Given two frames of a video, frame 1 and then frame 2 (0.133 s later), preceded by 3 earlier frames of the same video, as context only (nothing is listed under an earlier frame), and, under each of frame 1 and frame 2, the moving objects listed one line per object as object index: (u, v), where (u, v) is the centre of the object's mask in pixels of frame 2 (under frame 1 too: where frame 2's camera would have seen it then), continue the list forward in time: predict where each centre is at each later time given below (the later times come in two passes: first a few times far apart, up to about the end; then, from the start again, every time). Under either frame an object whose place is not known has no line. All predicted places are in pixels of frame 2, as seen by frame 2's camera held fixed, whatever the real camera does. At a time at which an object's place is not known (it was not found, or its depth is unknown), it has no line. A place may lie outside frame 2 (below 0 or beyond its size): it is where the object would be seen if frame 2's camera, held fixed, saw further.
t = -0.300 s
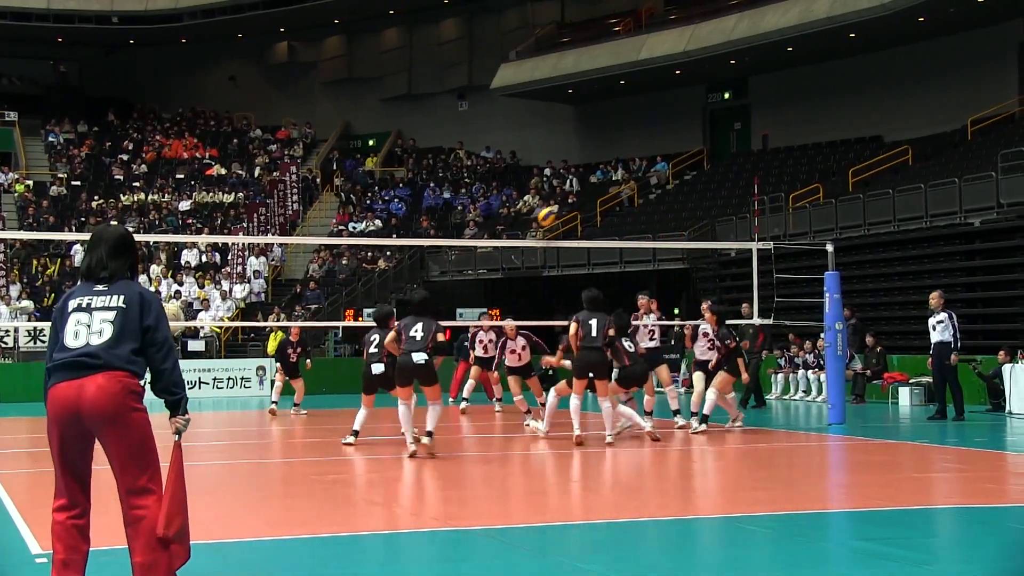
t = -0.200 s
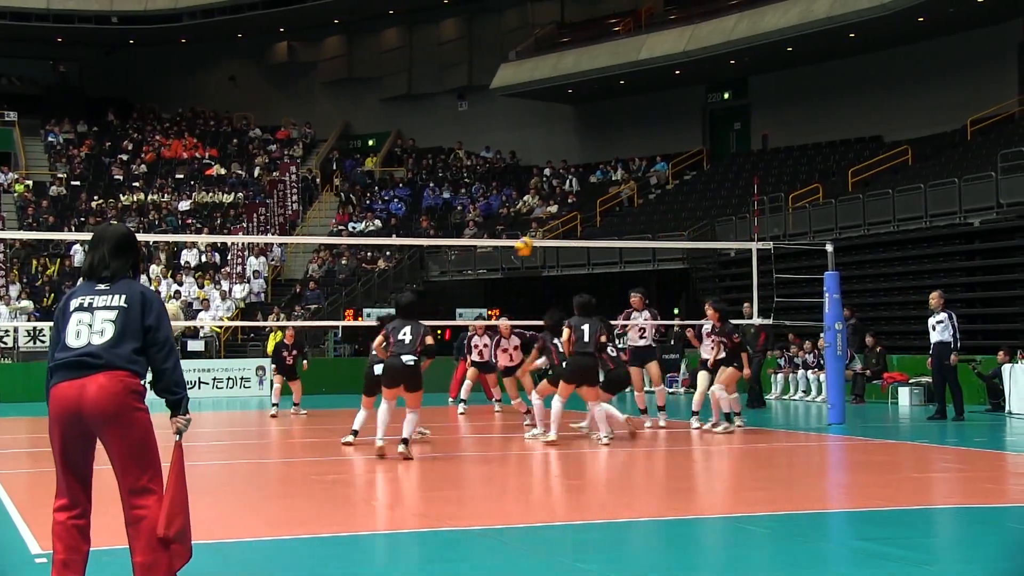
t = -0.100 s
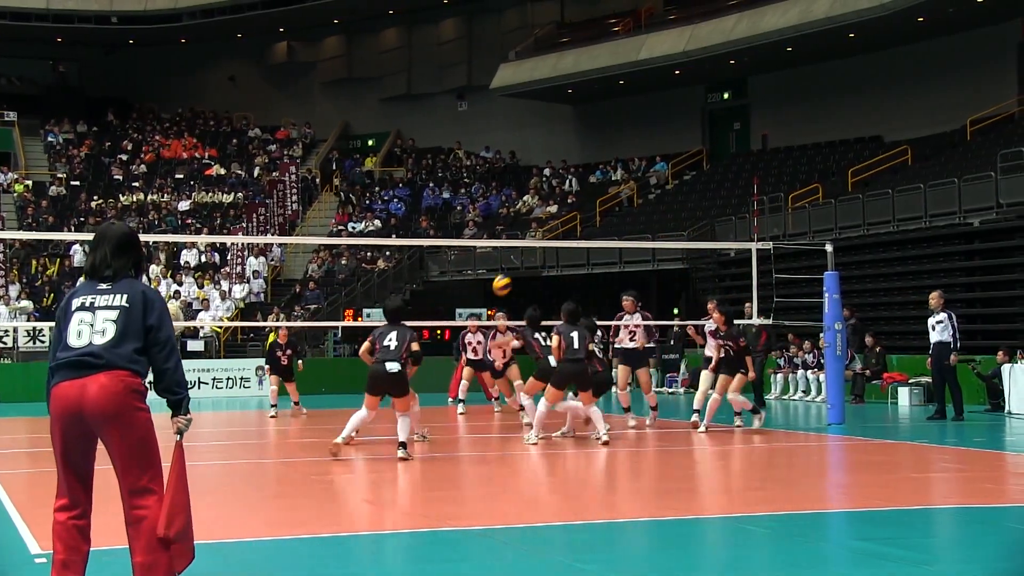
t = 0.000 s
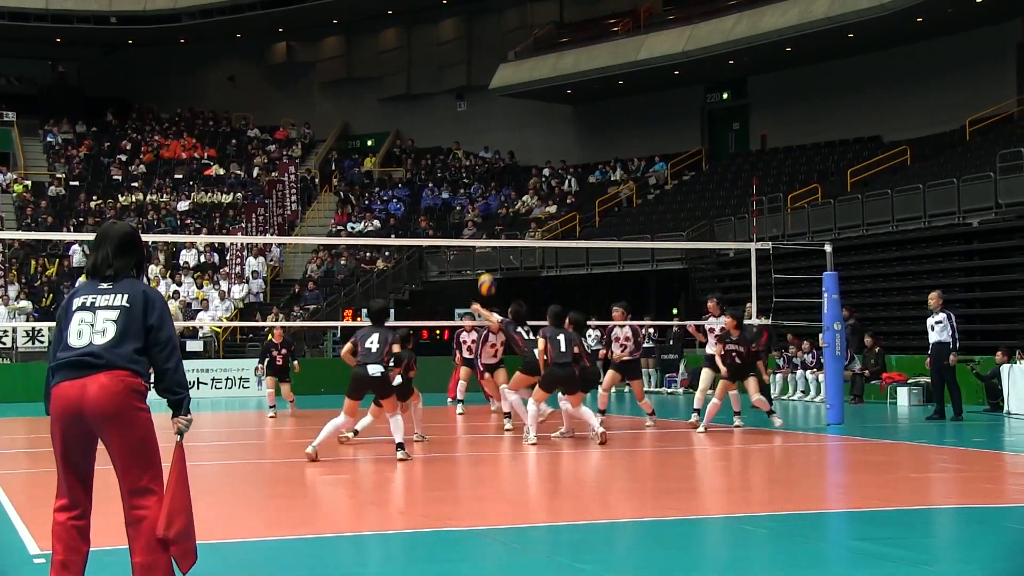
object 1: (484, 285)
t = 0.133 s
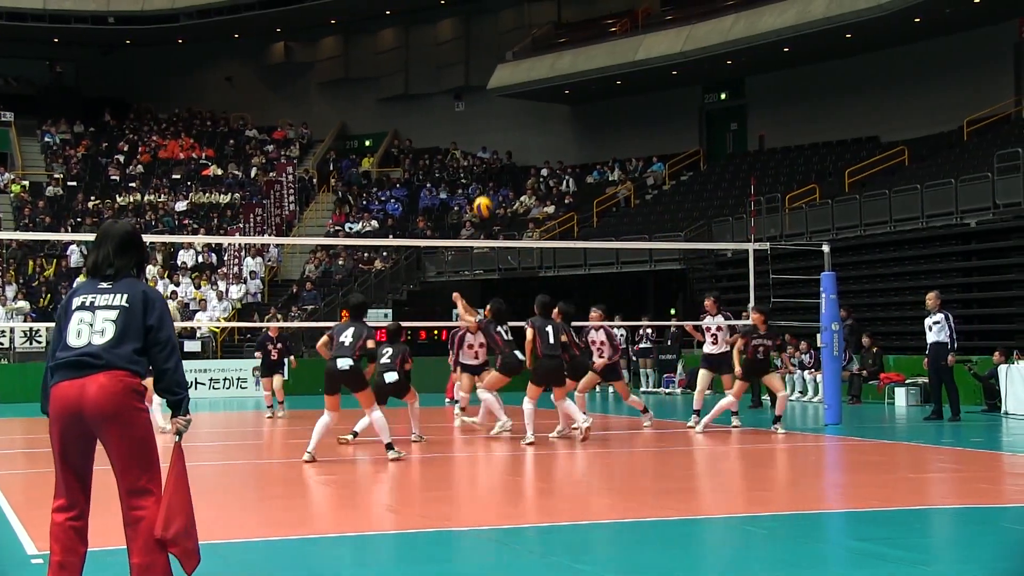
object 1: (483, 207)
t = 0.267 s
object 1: (481, 143)
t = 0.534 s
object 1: (480, 60)
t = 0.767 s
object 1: (480, 38)
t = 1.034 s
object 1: (481, 73)
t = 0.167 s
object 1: (482, 189)
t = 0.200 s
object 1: (481, 173)
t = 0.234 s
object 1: (481, 158)
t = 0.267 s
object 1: (481, 143)
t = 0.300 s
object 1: (480, 129)
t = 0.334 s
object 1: (480, 117)
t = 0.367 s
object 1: (480, 105)
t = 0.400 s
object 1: (480, 94)
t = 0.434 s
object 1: (480, 84)
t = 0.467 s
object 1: (480, 75)
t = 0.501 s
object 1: (480, 67)
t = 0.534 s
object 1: (480, 60)
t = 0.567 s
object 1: (479, 54)
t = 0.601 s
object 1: (480, 49)
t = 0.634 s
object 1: (480, 44)
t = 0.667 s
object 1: (480, 41)
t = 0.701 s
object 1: (480, 39)
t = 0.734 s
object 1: (480, 38)
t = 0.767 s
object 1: (480, 38)
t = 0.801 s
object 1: (480, 39)
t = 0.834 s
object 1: (480, 40)
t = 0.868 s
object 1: (480, 44)
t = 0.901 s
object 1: (480, 47)
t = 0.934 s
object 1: (480, 52)
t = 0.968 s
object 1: (481, 58)
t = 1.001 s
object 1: (481, 65)
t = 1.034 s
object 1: (481, 73)
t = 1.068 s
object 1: (481, 83)
